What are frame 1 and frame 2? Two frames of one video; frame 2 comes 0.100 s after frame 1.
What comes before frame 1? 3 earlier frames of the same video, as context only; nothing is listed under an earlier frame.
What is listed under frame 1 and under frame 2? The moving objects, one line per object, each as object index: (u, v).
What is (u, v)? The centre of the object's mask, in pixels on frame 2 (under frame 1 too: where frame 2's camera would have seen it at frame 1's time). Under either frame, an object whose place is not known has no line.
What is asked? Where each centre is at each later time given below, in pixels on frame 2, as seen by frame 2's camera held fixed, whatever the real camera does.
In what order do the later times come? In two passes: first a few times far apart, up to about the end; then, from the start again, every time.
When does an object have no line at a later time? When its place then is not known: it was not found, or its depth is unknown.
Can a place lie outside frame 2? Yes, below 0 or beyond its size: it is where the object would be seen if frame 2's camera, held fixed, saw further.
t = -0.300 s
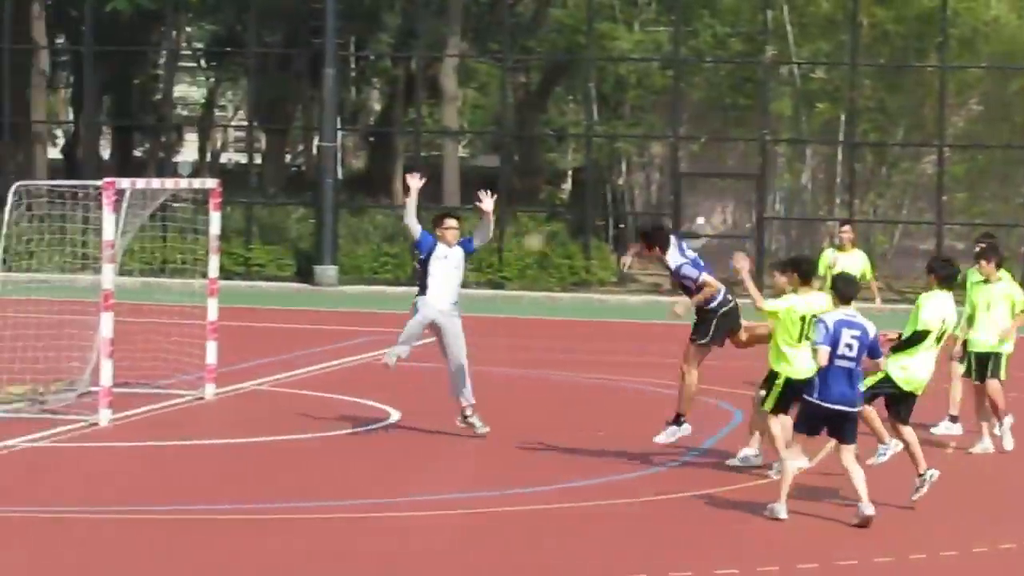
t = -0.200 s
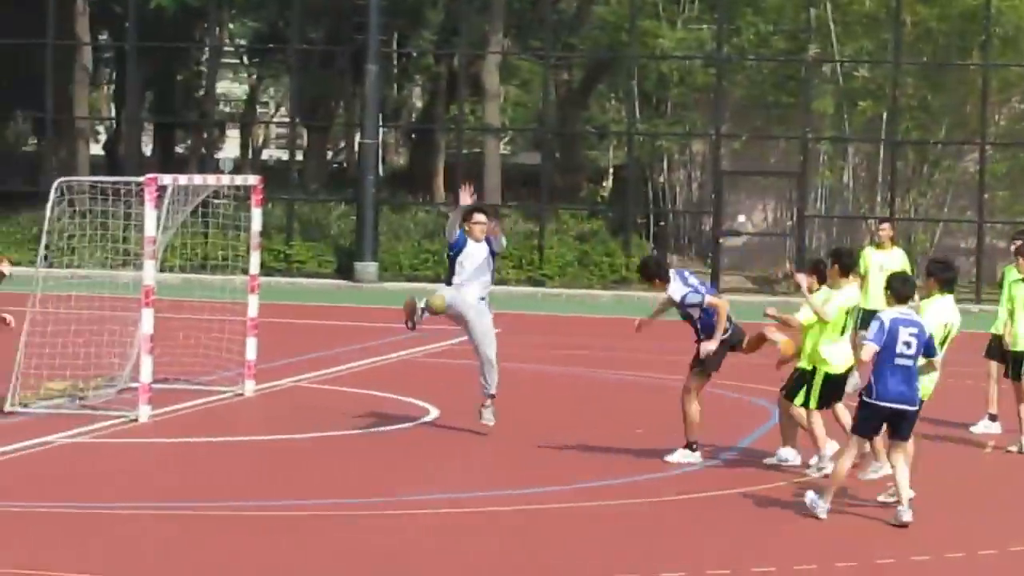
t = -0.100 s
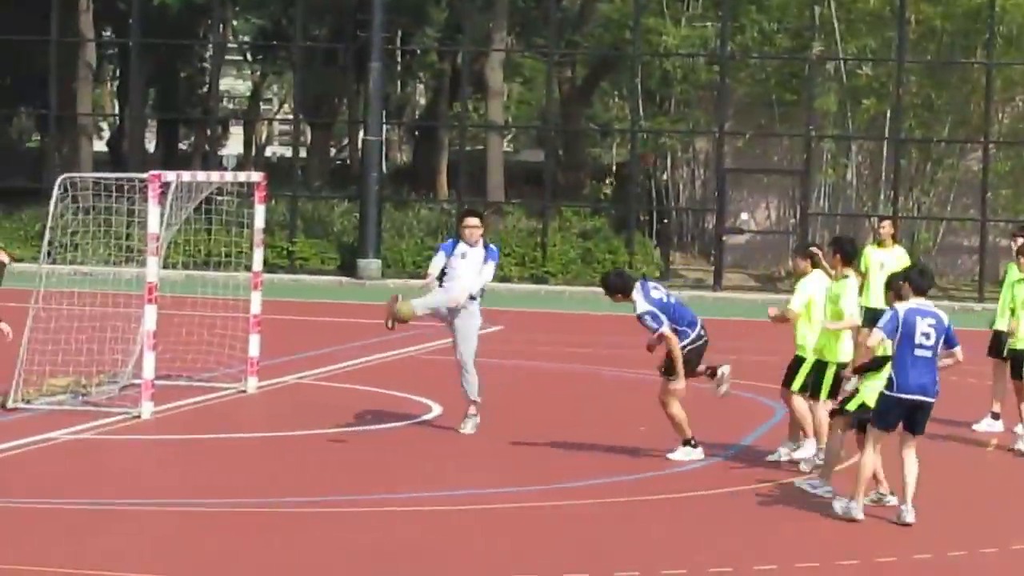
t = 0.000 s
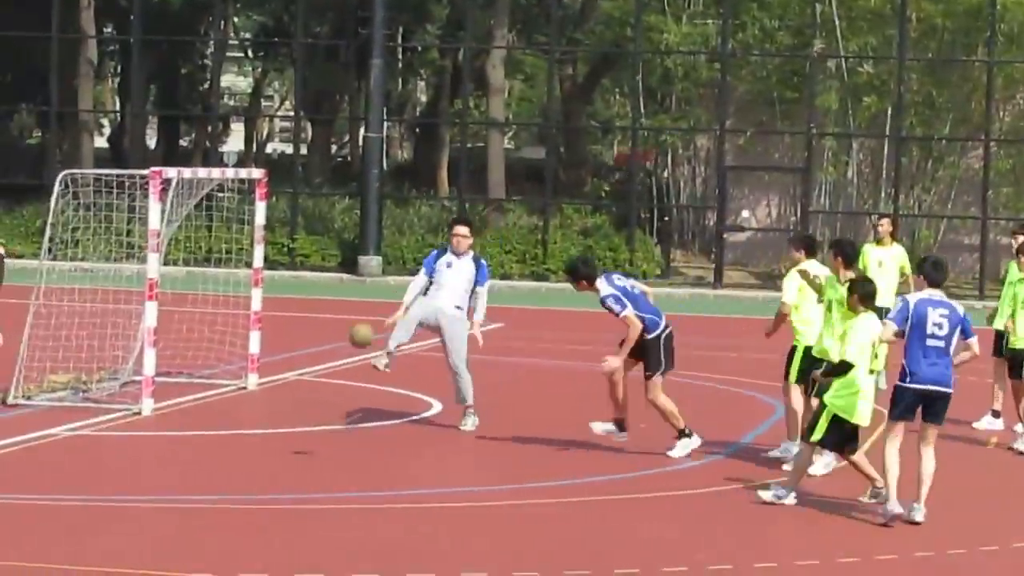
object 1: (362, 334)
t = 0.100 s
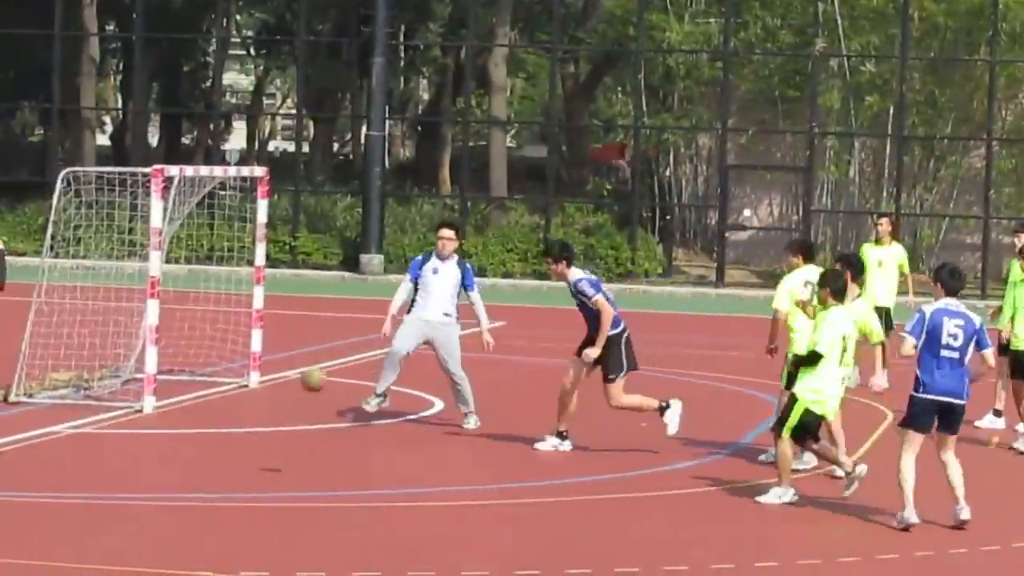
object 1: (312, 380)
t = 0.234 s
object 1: (234, 472)
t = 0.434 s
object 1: (163, 438)
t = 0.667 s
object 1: (76, 424)
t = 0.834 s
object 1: (3, 486)
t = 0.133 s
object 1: (296, 397)
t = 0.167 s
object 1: (278, 419)
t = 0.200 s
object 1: (254, 445)
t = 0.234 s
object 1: (234, 472)
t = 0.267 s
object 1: (212, 499)
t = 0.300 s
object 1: (205, 486)
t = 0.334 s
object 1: (195, 473)
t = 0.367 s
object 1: (185, 459)
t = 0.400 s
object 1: (174, 448)
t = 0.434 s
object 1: (163, 438)
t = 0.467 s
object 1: (151, 429)
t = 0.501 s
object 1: (141, 424)
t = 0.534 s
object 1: (128, 419)
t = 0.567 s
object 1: (116, 418)
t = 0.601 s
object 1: (104, 417)
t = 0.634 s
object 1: (90, 420)
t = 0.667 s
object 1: (76, 424)
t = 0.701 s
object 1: (62, 431)
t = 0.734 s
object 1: (47, 441)
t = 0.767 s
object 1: (32, 454)
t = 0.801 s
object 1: (18, 468)
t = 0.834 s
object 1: (3, 486)
